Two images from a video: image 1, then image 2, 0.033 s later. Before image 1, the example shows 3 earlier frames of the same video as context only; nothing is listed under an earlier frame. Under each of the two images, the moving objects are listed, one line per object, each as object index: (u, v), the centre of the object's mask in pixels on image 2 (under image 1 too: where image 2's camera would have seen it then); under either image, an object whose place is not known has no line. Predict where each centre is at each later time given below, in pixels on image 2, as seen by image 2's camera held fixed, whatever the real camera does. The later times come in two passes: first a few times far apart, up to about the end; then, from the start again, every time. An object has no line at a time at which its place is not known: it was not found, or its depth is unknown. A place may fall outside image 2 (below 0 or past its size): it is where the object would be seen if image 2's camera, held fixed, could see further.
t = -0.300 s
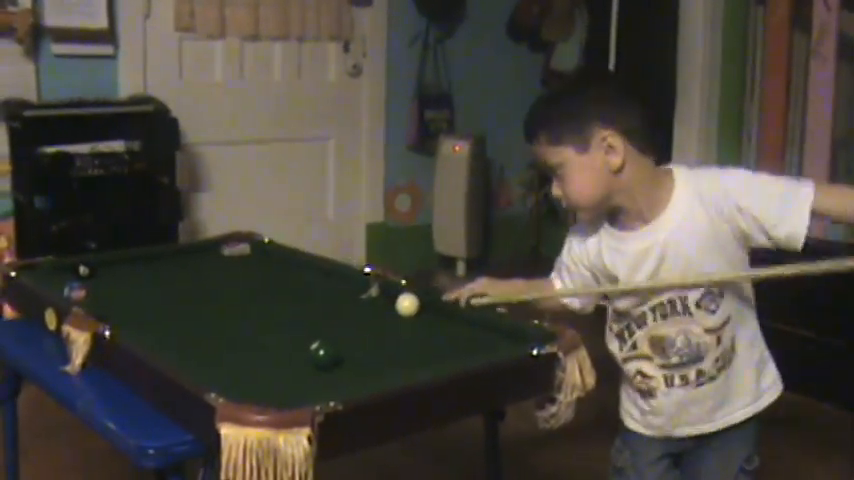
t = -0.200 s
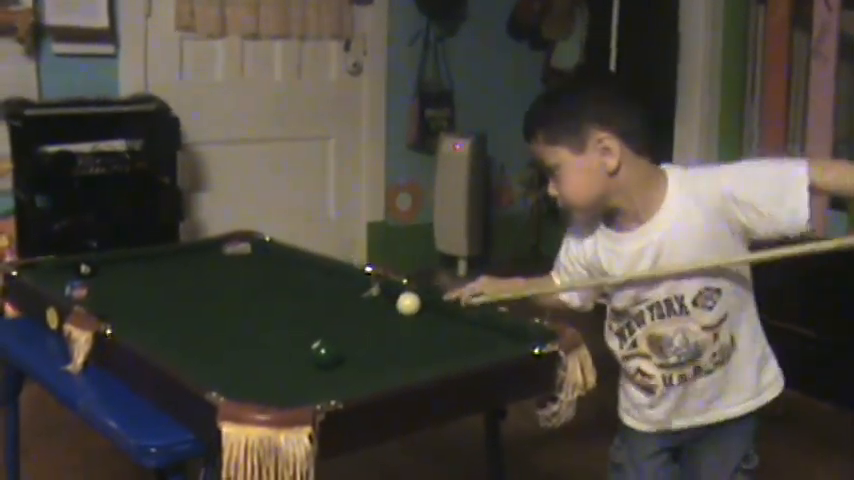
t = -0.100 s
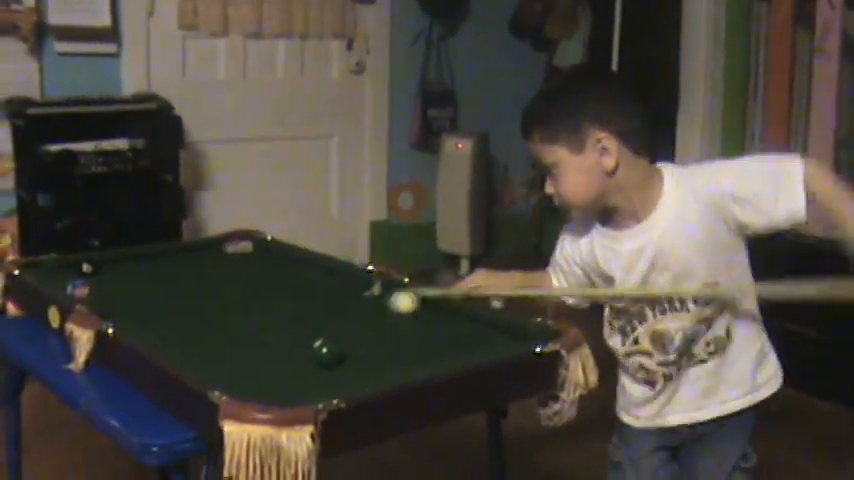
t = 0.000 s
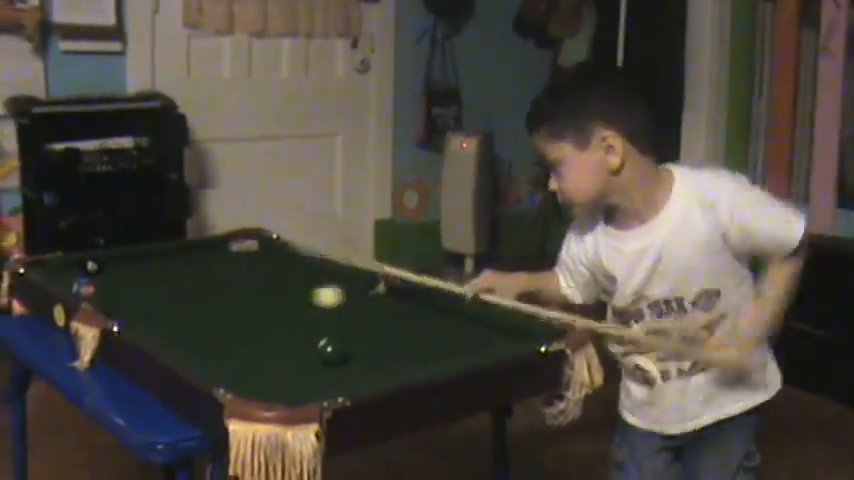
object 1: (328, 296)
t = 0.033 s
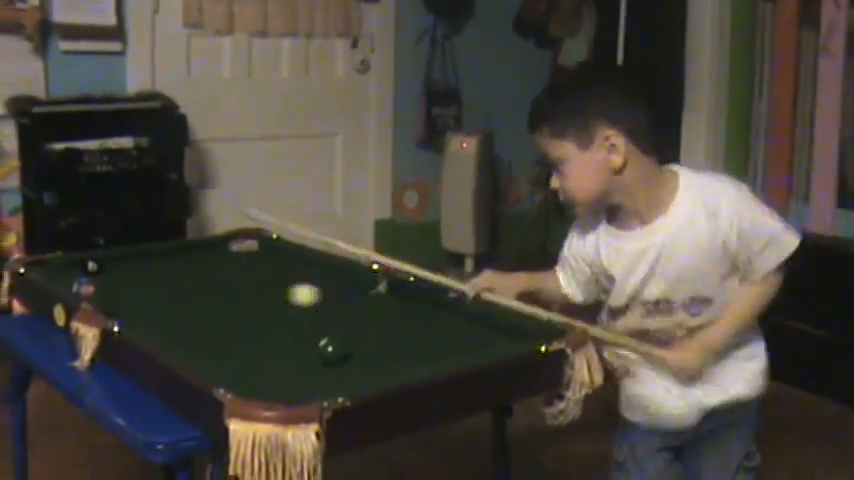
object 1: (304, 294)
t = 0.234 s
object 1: (167, 287)
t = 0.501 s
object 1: (68, 271)
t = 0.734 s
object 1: (53, 265)
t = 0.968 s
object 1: (51, 265)
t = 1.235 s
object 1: (52, 265)
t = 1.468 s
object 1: (52, 265)
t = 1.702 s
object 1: (52, 265)
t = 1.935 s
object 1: (52, 265)
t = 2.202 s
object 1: (53, 266)
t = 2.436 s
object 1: (53, 265)
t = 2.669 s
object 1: (53, 266)
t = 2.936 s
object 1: (53, 266)
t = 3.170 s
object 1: (53, 266)
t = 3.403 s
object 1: (53, 265)
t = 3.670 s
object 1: (53, 266)
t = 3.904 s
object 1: (53, 265)
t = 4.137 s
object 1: (52, 265)
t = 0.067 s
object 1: (280, 293)
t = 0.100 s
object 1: (256, 291)
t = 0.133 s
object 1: (233, 290)
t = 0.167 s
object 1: (211, 289)
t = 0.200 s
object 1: (188, 288)
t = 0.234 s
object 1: (167, 287)
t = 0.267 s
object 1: (146, 286)
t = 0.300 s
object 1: (126, 284)
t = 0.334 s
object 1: (106, 283)
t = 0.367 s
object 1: (87, 278)
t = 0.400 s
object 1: (71, 276)
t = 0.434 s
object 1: (71, 275)
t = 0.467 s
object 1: (70, 273)
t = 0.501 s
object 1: (68, 271)
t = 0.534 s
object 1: (65, 268)
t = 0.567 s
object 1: (63, 266)
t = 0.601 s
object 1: (61, 264)
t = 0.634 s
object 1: (59, 265)
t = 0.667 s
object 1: (57, 265)
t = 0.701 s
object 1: (55, 265)
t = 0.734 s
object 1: (53, 265)
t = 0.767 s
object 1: (51, 266)
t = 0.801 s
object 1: (50, 265)
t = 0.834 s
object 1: (50, 265)
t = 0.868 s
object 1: (50, 265)
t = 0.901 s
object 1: (51, 265)
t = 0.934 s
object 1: (51, 265)
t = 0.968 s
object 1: (51, 265)
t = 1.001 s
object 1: (52, 265)
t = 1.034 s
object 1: (52, 265)
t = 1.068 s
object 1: (52, 265)
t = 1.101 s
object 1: (52, 265)
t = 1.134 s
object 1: (52, 265)
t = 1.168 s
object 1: (52, 265)
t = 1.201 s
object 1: (52, 265)
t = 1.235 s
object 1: (52, 265)
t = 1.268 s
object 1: (52, 265)
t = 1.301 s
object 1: (52, 266)
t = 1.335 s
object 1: (52, 266)
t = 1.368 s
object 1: (52, 266)
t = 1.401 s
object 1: (52, 265)
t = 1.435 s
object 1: (52, 265)
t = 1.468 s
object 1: (52, 265)
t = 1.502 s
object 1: (52, 265)
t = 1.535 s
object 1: (52, 266)
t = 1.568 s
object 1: (52, 265)
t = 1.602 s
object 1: (52, 265)
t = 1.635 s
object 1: (53, 266)
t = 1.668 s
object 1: (52, 266)
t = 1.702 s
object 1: (52, 265)
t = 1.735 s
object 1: (52, 265)
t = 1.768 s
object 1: (53, 265)
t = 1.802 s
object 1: (53, 266)
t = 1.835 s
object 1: (53, 265)
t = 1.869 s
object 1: (52, 266)
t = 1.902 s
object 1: (52, 265)
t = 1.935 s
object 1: (52, 265)
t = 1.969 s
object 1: (52, 265)
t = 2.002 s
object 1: (52, 265)
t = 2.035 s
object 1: (52, 265)
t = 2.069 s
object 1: (52, 265)
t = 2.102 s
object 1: (53, 265)
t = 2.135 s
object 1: (53, 265)
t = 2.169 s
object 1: (53, 265)
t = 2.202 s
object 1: (53, 266)
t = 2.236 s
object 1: (53, 266)
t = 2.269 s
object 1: (53, 265)
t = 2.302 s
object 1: (53, 265)
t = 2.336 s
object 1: (53, 265)
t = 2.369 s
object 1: (53, 266)
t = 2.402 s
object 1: (53, 266)
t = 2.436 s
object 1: (53, 265)
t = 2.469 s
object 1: (53, 265)
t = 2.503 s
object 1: (53, 266)
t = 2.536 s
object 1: (53, 265)
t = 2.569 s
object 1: (53, 266)
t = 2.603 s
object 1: (53, 266)
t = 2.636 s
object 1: (53, 266)
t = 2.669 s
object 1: (53, 266)
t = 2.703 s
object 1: (52, 266)
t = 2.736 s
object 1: (53, 266)
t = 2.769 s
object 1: (53, 265)
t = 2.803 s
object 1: (53, 266)
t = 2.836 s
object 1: (53, 265)
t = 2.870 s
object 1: (53, 265)
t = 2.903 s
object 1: (53, 266)
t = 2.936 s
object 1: (53, 266)
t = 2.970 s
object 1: (53, 266)
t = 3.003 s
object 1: (53, 266)
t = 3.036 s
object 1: (53, 266)
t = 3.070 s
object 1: (53, 266)
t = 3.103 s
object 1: (53, 266)
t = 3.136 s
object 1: (53, 266)
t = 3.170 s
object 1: (53, 266)
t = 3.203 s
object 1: (53, 265)
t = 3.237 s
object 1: (53, 266)
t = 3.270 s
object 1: (53, 265)
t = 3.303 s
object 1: (53, 266)
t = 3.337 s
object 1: (53, 266)
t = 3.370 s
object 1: (53, 266)
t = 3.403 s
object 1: (53, 265)
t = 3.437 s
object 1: (53, 265)
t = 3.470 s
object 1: (53, 265)
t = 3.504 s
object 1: (53, 265)
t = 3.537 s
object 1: (53, 265)
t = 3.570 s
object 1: (53, 265)
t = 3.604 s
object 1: (53, 265)
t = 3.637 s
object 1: (53, 265)
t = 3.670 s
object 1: (53, 266)
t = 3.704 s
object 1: (53, 265)
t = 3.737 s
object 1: (52, 265)
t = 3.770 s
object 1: (53, 265)
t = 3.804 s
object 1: (53, 265)
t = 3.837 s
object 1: (53, 265)
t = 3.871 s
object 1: (53, 265)
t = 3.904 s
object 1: (53, 265)
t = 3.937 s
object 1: (53, 265)
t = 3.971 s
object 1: (53, 266)
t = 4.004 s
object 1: (53, 266)
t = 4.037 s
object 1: (52, 265)
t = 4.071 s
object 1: (52, 266)
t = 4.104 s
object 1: (53, 266)
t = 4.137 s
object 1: (52, 265)
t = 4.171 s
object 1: (52, 265)
